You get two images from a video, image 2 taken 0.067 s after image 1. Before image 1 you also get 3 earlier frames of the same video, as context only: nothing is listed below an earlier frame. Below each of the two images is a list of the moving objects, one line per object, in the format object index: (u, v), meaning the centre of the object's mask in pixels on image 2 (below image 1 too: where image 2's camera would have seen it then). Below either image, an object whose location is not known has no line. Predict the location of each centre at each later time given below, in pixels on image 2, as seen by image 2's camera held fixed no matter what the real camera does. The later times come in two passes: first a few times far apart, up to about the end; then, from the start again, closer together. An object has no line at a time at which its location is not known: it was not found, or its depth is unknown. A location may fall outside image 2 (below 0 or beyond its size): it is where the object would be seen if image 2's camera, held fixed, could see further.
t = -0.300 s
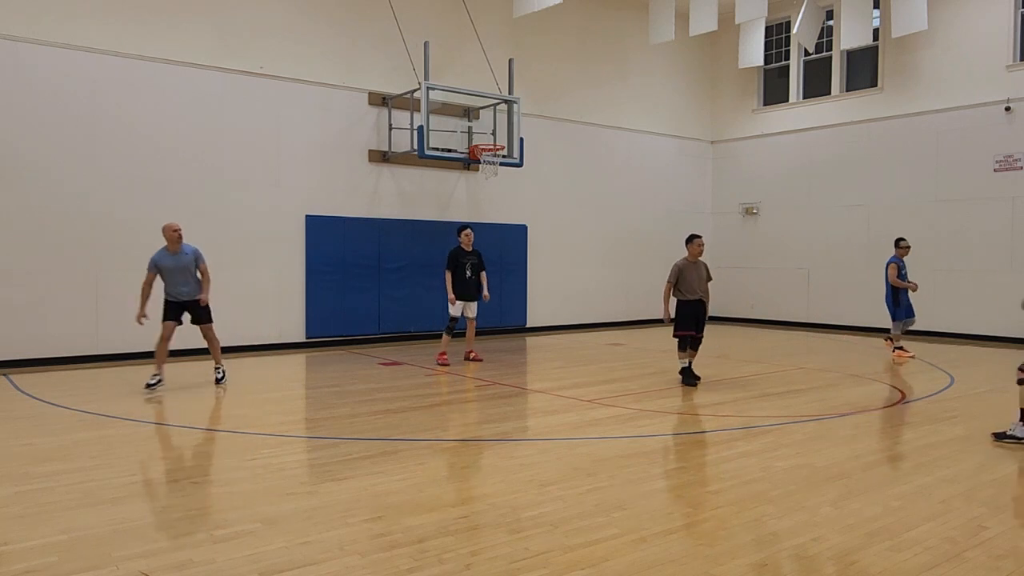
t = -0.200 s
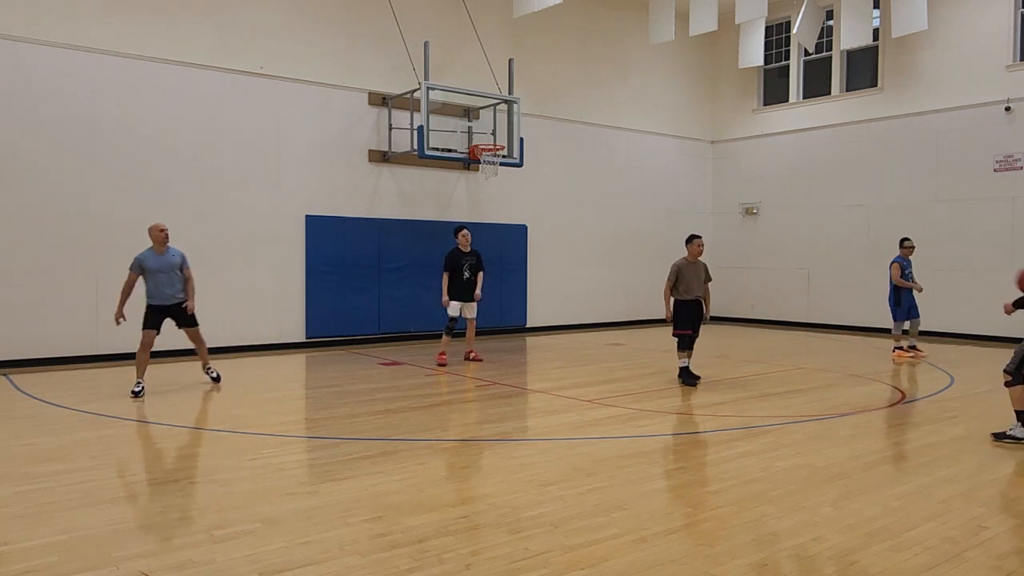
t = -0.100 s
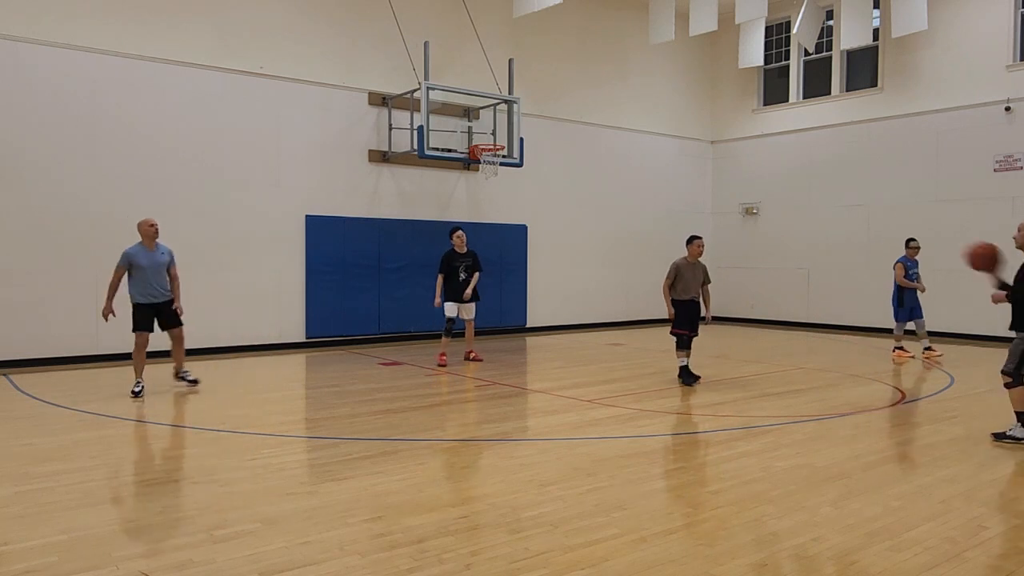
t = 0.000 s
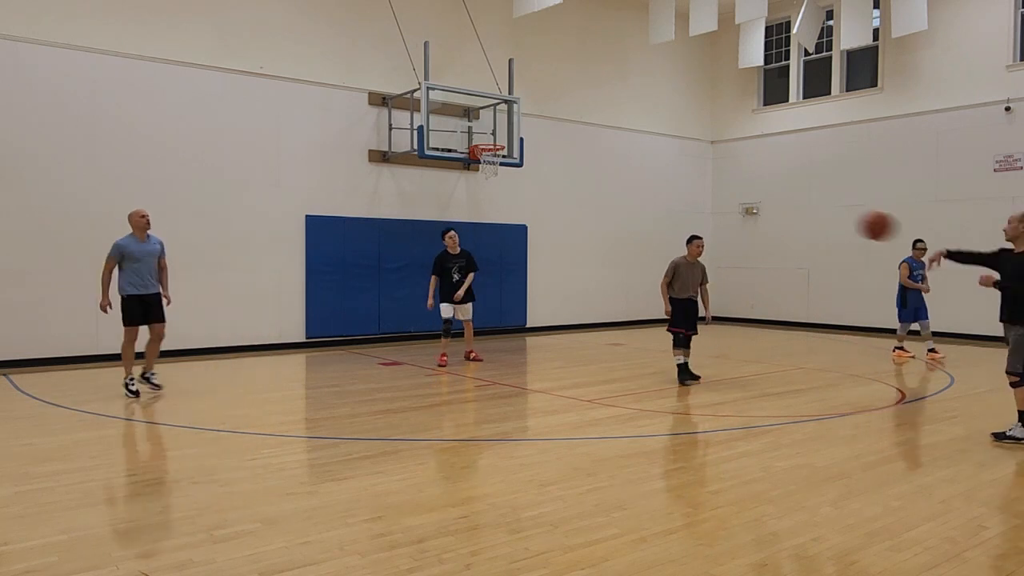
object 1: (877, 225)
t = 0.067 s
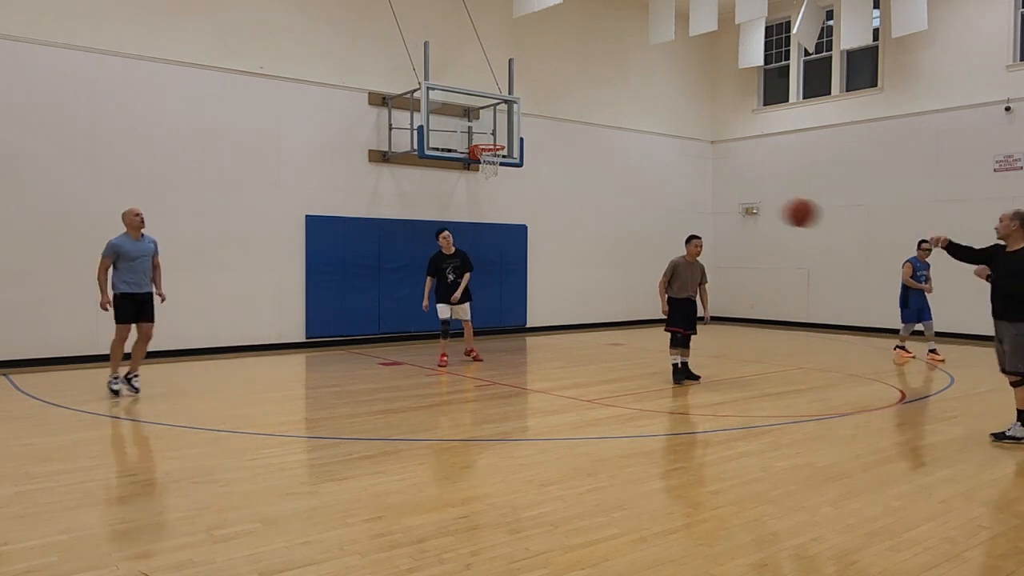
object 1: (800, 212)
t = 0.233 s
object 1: (618, 203)
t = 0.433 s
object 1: (412, 231)
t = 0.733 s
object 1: (137, 345)
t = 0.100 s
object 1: (763, 208)
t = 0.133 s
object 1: (725, 205)
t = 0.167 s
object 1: (689, 203)
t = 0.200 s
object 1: (654, 203)
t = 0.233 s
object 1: (618, 203)
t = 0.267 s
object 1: (582, 205)
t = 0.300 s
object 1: (547, 208)
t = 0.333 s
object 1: (513, 212)
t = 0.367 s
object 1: (479, 217)
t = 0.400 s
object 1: (446, 224)
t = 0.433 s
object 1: (412, 231)
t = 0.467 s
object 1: (380, 240)
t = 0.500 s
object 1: (348, 250)
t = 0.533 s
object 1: (319, 260)
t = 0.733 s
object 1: (137, 345)
